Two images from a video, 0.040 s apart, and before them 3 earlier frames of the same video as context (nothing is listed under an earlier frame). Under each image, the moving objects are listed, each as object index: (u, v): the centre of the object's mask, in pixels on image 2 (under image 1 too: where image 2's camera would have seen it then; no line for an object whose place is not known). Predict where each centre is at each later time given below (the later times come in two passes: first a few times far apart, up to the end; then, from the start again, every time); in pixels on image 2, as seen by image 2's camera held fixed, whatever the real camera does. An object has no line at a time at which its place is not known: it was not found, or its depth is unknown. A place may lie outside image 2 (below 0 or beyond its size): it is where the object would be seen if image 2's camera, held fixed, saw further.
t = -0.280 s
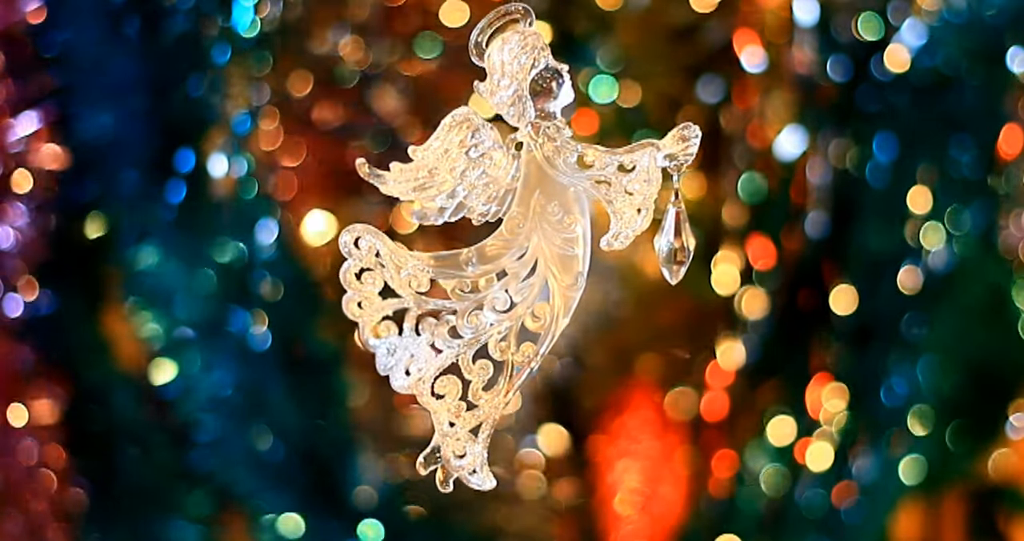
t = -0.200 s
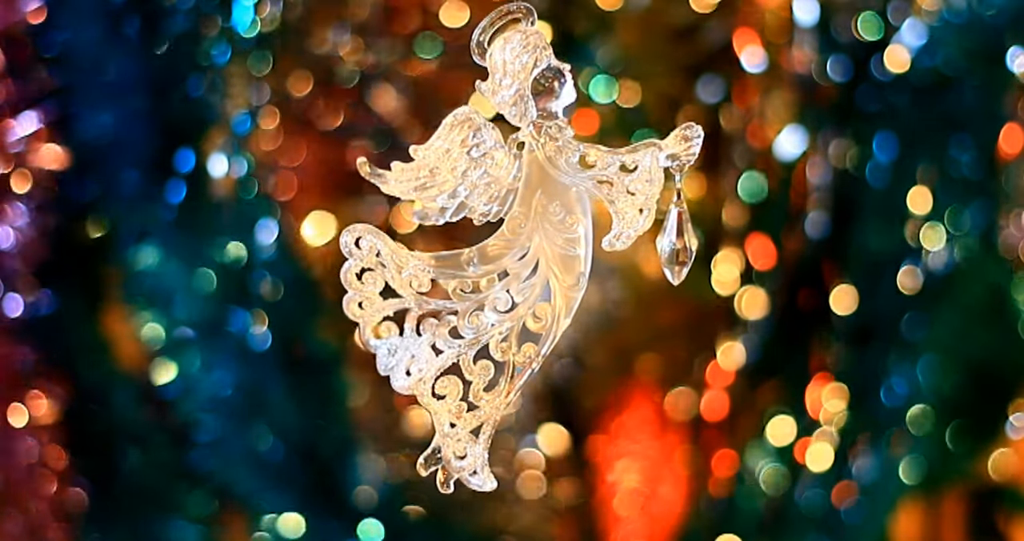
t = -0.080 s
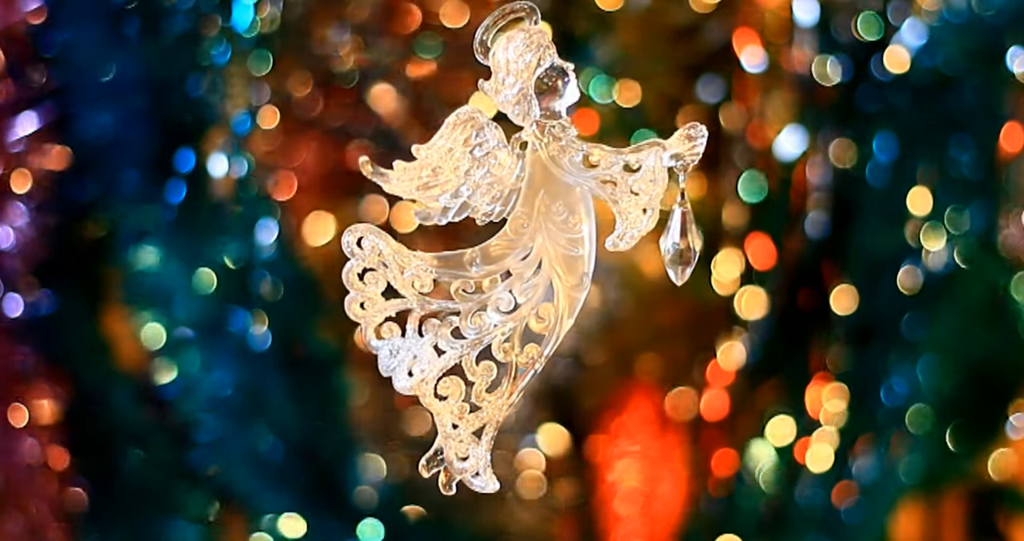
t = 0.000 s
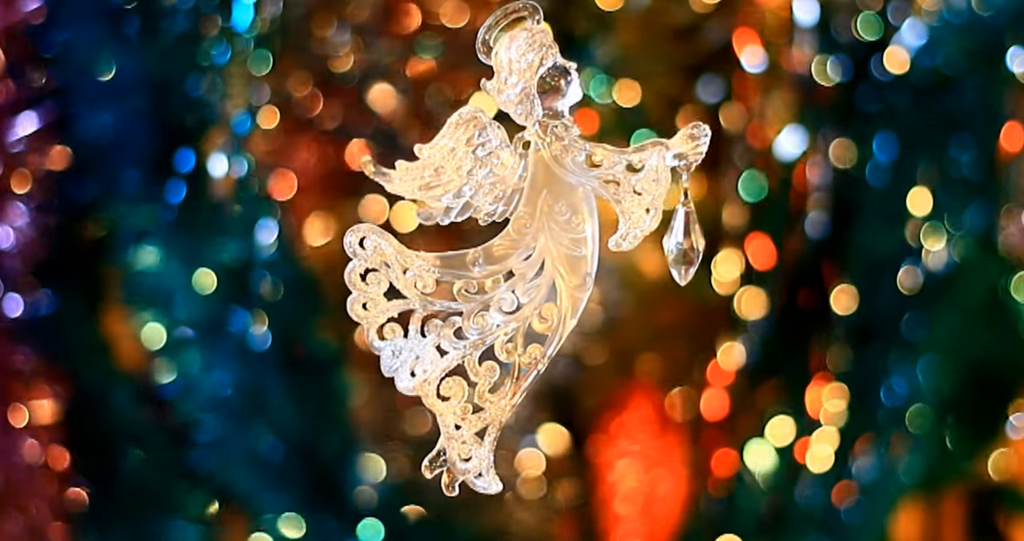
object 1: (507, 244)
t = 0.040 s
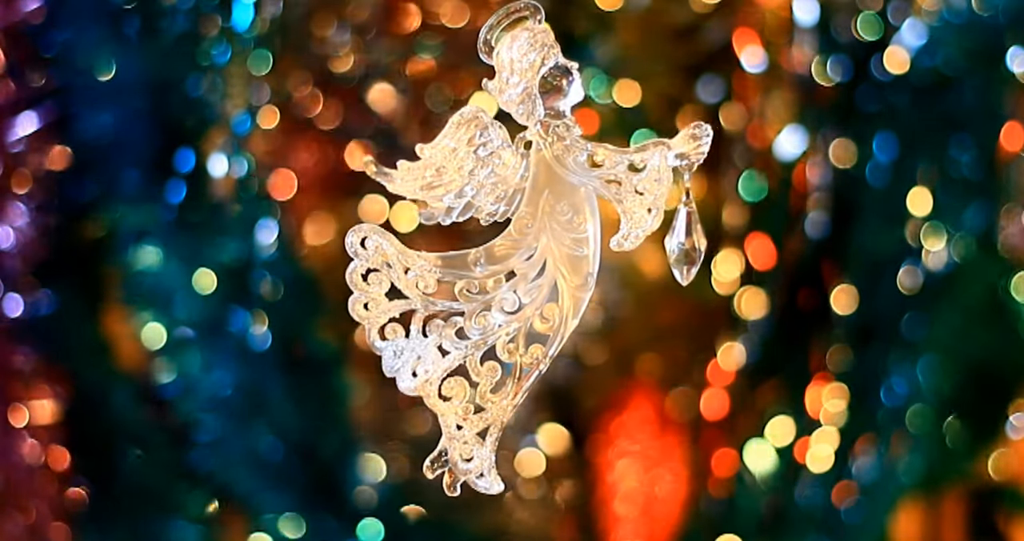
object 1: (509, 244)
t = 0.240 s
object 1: (518, 244)
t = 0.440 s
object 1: (520, 244)
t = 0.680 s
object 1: (500, 244)
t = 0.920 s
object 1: (482, 242)
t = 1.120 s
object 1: (476, 242)
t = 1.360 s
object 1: (491, 243)
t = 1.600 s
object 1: (514, 245)
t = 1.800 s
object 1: (520, 245)
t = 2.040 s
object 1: (512, 245)
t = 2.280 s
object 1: (502, 245)
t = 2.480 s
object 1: (497, 245)
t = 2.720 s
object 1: (492, 244)
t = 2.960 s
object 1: (483, 245)
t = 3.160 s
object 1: (484, 245)
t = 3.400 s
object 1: (503, 247)
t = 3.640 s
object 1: (522, 247)
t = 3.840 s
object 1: (522, 247)
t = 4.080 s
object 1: (501, 246)
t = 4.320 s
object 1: (482, 247)
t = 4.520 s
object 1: (481, 246)
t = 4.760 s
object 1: (492, 247)
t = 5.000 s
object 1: (500, 248)
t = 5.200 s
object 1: (502, 248)
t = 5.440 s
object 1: (507, 248)
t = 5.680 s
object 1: (512, 249)
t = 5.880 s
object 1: (506, 249)
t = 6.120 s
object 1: (488, 248)
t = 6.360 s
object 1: (474, 248)
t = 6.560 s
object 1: (481, 249)
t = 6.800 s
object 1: (503, 250)
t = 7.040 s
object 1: (518, 251)
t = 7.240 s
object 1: (513, 251)
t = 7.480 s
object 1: (500, 250)
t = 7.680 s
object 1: (495, 250)
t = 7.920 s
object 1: (491, 250)
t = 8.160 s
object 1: (488, 249)
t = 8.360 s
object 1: (485, 249)
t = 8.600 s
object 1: (494, 250)
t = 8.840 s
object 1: (514, 251)
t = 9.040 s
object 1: (521, 250)
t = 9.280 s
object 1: (508, 250)
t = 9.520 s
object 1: (485, 248)
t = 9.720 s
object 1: (476, 248)
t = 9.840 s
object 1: (481, 248)
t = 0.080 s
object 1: (510, 244)
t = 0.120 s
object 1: (512, 244)
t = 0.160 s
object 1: (514, 244)
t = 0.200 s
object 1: (516, 244)
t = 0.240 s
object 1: (518, 244)
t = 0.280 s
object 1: (519, 244)
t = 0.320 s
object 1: (520, 244)
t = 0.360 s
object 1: (520, 244)
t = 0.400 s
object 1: (520, 244)
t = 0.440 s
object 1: (520, 244)
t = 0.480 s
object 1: (519, 244)
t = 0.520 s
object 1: (518, 244)
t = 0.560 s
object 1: (515, 244)
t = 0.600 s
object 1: (512, 244)
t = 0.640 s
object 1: (509, 244)
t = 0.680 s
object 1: (500, 244)
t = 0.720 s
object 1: (501, 243)
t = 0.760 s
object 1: (497, 243)
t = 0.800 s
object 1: (487, 243)
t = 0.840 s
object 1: (489, 242)
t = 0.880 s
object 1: (485, 242)
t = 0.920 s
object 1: (482, 242)
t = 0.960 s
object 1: (480, 242)
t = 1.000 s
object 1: (477, 242)
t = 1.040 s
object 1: (476, 242)
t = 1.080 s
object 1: (476, 242)
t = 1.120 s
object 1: (476, 242)
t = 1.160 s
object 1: (477, 242)
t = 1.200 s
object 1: (478, 242)
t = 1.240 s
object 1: (481, 242)
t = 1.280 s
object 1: (484, 242)
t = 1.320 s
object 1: (488, 243)
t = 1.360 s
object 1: (491, 243)
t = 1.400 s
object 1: (495, 244)
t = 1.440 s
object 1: (500, 244)
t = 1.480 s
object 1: (498, 244)
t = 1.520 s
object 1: (507, 245)
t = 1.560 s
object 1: (511, 245)
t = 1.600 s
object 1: (514, 245)
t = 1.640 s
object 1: (517, 245)
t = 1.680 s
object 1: (518, 245)
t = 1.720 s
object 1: (519, 245)
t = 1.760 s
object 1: (520, 245)
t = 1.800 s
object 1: (520, 245)
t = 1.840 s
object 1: (520, 245)
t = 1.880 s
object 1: (519, 245)
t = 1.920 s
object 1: (517, 245)
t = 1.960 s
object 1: (515, 245)
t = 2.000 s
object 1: (514, 245)
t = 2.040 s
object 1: (512, 245)
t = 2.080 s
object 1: (510, 245)
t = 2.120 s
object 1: (508, 245)
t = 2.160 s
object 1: (506, 245)
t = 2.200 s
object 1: (504, 245)
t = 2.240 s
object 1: (503, 245)
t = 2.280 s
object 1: (502, 245)
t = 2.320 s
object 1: (500, 245)
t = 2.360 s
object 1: (499, 245)
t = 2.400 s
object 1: (499, 245)
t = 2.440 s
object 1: (498, 245)
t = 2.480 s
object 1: (497, 245)
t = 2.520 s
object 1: (496, 245)
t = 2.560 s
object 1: (495, 245)
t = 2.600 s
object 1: (494, 245)
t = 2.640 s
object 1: (493, 245)
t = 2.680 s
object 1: (492, 245)
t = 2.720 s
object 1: (492, 244)
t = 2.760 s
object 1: (490, 244)
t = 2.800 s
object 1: (489, 244)
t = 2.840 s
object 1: (487, 245)
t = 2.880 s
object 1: (486, 244)
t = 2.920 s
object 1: (485, 244)
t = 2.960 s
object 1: (483, 245)
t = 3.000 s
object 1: (482, 245)
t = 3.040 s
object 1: (482, 245)
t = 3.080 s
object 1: (482, 245)
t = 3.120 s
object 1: (483, 246)
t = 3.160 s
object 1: (484, 245)
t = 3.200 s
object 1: (486, 246)
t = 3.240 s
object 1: (489, 246)
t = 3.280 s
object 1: (492, 246)
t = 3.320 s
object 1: (495, 246)
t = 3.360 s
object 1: (499, 246)
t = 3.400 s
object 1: (503, 247)
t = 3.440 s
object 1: (507, 246)
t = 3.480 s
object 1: (510, 247)
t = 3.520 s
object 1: (508, 247)
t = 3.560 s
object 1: (517, 247)
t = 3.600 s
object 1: (520, 247)
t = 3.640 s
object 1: (522, 247)
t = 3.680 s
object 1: (523, 248)
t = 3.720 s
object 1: (524, 249)
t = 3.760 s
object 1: (523, 248)
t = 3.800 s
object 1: (523, 248)
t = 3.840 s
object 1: (522, 247)
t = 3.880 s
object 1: (520, 247)
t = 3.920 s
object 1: (511, 248)
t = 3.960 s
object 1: (514, 247)
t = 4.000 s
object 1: (510, 247)
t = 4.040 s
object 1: (506, 247)
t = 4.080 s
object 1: (501, 246)
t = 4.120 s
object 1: (497, 247)
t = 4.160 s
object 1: (493, 247)
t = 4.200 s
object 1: (490, 246)
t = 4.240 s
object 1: (486, 247)
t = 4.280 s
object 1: (484, 247)
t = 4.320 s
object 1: (482, 247)
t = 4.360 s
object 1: (481, 246)
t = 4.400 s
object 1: (480, 246)
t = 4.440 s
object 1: (480, 246)
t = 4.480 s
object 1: (480, 247)
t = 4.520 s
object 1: (481, 246)
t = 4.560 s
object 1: (482, 247)
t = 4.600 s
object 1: (484, 247)
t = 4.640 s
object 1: (486, 246)
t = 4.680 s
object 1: (488, 246)
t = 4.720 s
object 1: (490, 246)
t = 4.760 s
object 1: (492, 247)
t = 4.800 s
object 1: (489, 248)
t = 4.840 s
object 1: (491, 249)
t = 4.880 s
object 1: (497, 248)
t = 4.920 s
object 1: (499, 248)
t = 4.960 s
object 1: (500, 248)
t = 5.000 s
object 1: (500, 248)
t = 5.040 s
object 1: (501, 249)
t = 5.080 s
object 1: (502, 249)
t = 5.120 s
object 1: (501, 248)
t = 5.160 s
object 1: (501, 248)
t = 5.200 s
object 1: (502, 248)
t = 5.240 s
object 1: (502, 248)
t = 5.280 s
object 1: (503, 248)
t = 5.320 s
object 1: (504, 248)
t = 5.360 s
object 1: (505, 248)
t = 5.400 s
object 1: (505, 248)
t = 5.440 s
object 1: (507, 248)
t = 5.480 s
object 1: (508, 248)
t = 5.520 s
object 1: (509, 249)
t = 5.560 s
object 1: (510, 249)
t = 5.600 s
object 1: (511, 248)
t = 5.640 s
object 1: (512, 249)
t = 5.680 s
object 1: (512, 249)
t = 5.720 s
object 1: (511, 249)
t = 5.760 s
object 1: (510, 249)
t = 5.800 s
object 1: (510, 249)
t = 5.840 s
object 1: (504, 250)
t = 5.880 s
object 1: (506, 249)
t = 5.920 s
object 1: (502, 249)
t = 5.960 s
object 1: (499, 249)
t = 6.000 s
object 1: (498, 249)
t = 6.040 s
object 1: (495, 249)
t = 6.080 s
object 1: (492, 249)
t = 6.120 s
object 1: (488, 248)
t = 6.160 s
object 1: (485, 248)
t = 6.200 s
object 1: (482, 248)
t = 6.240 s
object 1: (478, 248)
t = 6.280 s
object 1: (476, 248)
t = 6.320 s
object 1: (475, 248)
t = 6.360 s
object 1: (474, 248)
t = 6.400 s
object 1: (475, 248)
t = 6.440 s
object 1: (475, 248)
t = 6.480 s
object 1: (476, 248)
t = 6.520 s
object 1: (478, 249)
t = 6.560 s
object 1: (481, 249)
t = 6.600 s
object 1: (484, 249)
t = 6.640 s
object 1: (487, 249)
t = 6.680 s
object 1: (491, 249)
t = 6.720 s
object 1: (495, 249)
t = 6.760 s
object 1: (499, 250)
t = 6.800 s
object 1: (503, 250)
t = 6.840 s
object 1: (507, 250)
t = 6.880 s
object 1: (510, 250)
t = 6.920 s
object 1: (512, 250)
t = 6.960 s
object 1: (515, 250)
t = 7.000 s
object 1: (516, 250)
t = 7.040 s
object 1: (518, 251)
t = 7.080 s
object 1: (519, 251)
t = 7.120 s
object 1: (517, 251)
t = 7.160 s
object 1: (516, 251)
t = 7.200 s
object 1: (514, 251)
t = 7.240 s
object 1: (513, 251)
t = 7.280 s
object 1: (511, 250)
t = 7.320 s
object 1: (510, 251)
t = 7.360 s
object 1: (506, 250)
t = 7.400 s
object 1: (504, 250)
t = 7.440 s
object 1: (502, 250)
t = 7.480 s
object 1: (500, 250)
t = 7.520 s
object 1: (498, 250)
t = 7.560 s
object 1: (496, 249)
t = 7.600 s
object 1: (495, 249)
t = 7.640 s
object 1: (495, 250)
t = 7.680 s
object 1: (495, 250)
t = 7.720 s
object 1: (494, 250)
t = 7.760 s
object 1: (493, 250)
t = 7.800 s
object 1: (493, 250)
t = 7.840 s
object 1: (493, 250)
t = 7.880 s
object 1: (492, 250)
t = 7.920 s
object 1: (491, 250)
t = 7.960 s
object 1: (491, 249)
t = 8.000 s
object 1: (491, 250)
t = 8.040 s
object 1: (490, 249)
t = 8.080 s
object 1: (490, 249)
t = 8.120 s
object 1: (489, 249)
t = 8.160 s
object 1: (488, 249)
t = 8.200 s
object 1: (488, 249)
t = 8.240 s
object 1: (487, 249)
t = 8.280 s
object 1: (485, 248)
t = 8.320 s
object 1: (485, 249)
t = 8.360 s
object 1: (485, 249)
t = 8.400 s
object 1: (485, 249)
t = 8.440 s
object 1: (485, 249)
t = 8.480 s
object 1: (486, 249)
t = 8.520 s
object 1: (488, 249)
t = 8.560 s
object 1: (491, 249)
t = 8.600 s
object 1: (494, 250)
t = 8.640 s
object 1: (497, 249)
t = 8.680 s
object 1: (500, 250)
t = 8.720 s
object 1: (504, 249)
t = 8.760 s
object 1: (508, 250)
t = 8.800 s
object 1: (511, 251)
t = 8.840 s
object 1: (514, 251)
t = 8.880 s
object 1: (515, 251)
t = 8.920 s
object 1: (517, 251)
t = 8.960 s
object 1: (520, 250)
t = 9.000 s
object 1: (521, 251)
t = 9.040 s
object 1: (521, 250)
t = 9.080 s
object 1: (520, 250)
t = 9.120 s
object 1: (519, 250)
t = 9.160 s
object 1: (517, 250)
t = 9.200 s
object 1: (514, 250)
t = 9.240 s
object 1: (511, 250)
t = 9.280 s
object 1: (508, 250)
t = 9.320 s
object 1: (504, 249)
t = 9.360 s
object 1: (500, 249)
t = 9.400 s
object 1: (495, 249)
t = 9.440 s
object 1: (492, 249)
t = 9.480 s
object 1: (488, 249)
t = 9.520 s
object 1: (485, 248)
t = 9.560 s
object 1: (482, 248)
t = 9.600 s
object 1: (479, 248)
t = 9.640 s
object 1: (477, 248)
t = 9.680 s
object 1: (477, 248)
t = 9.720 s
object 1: (476, 248)
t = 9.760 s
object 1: (477, 248)
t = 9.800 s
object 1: (480, 248)
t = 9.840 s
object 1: (481, 248)
